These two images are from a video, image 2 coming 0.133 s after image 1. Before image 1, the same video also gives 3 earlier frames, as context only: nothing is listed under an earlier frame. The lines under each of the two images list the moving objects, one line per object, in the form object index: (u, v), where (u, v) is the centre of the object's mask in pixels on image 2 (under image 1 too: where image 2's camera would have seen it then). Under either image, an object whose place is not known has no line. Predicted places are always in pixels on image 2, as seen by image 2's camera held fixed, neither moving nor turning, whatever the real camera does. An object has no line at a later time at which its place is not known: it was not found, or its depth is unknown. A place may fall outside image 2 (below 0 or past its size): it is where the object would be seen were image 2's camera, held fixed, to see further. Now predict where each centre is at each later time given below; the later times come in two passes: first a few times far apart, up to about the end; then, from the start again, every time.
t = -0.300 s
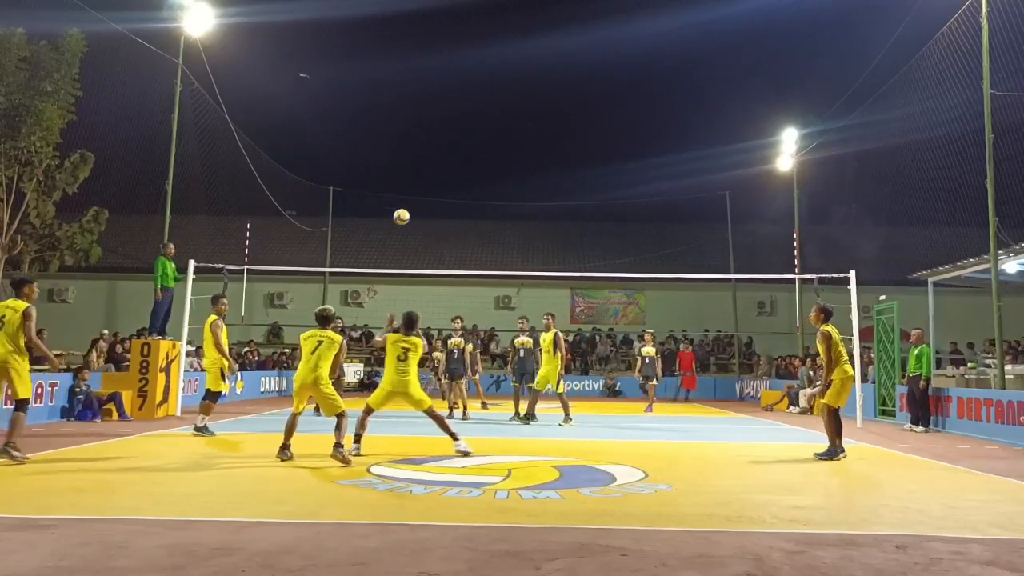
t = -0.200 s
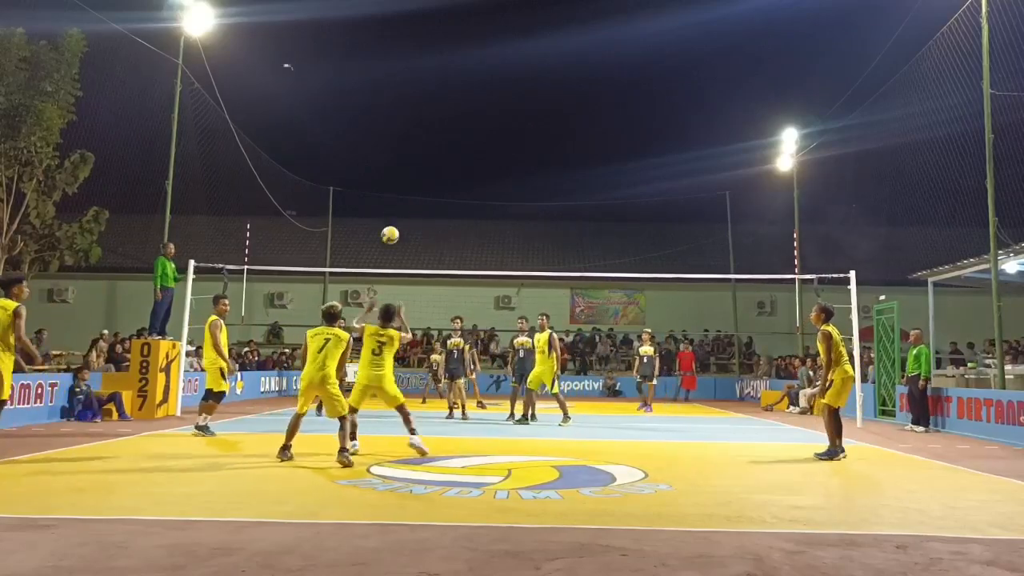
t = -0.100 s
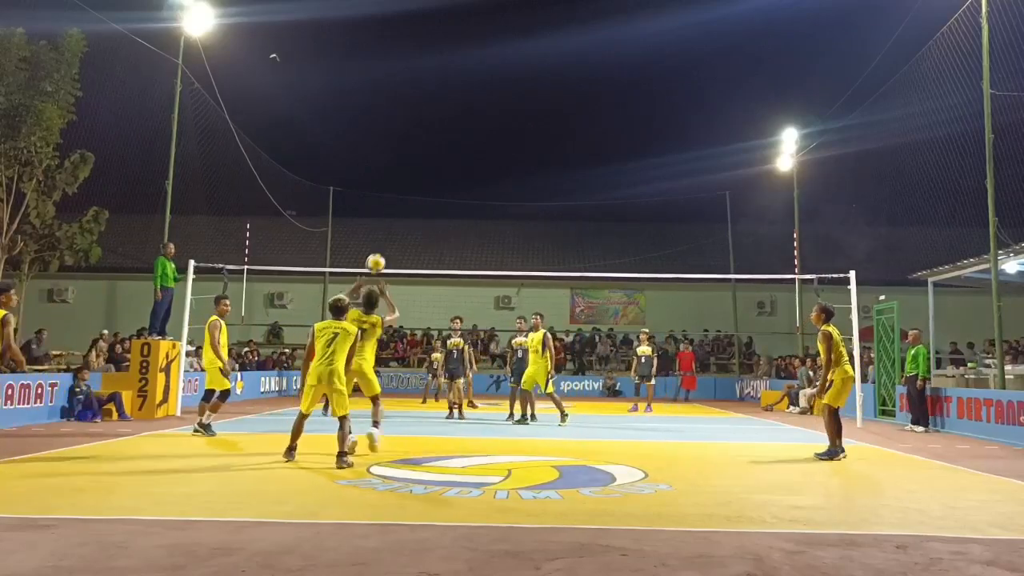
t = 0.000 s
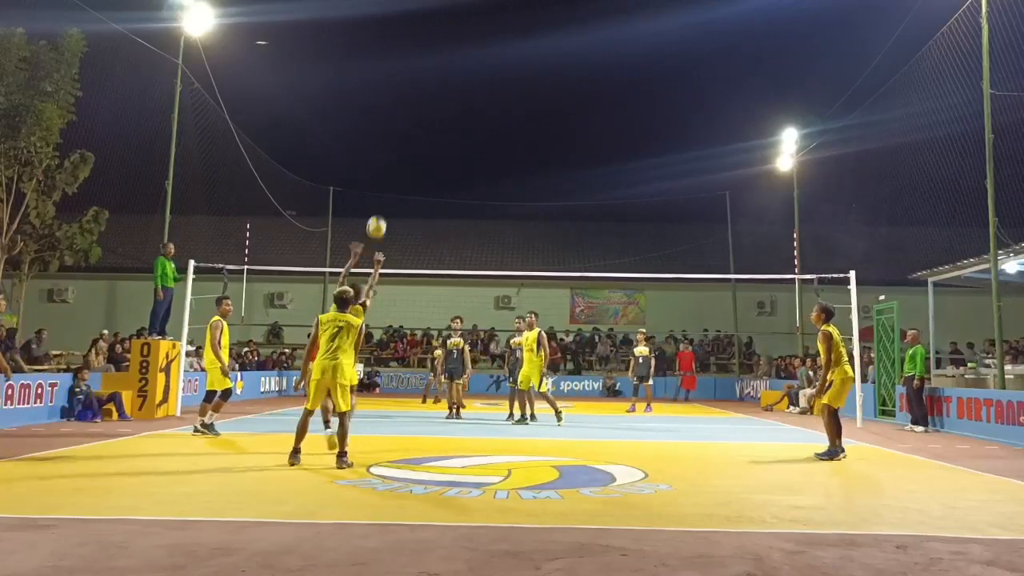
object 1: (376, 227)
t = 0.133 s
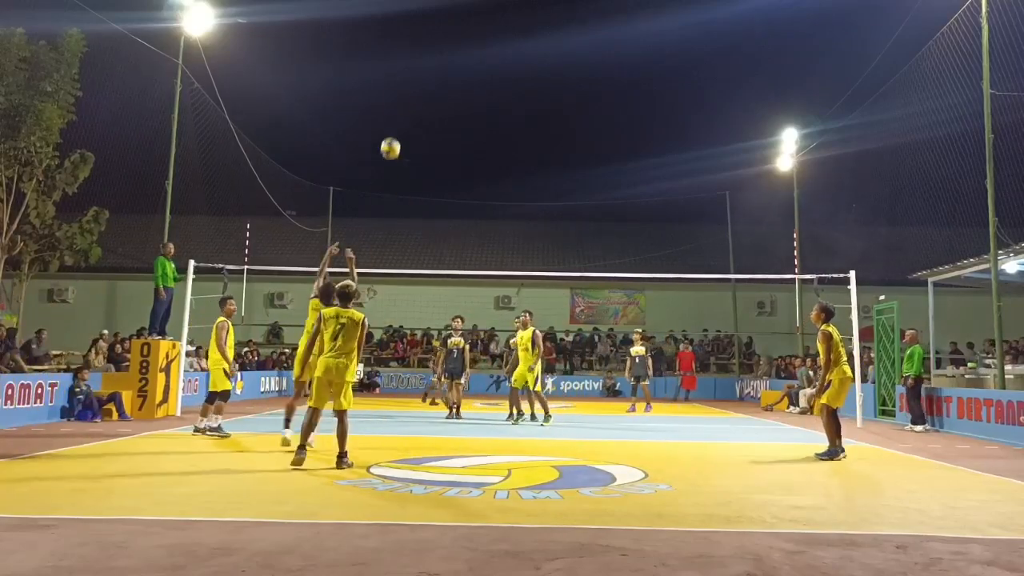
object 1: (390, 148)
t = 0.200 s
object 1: (396, 117)
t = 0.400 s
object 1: (412, 50)
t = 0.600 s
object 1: (424, 20)
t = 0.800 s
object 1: (434, 20)
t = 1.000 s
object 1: (441, 47)
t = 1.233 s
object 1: (448, 113)
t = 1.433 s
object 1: (452, 195)
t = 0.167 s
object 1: (393, 132)
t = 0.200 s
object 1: (396, 117)
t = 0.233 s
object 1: (399, 103)
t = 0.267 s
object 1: (402, 90)
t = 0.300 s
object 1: (404, 78)
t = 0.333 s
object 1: (407, 68)
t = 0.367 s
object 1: (409, 58)
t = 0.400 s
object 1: (412, 50)
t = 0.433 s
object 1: (414, 43)
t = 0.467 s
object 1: (416, 36)
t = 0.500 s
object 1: (419, 31)
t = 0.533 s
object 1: (420, 26)
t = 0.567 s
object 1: (423, 23)
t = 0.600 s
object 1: (424, 20)
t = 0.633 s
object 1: (426, 18)
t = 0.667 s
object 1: (428, 17)
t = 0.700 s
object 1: (429, 16)
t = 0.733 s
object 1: (431, 17)
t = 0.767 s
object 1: (432, 18)
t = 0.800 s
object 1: (434, 20)
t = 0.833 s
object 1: (435, 22)
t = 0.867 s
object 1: (436, 26)
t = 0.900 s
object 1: (438, 30)
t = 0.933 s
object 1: (439, 35)
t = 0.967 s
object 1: (440, 41)
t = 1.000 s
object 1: (441, 47)
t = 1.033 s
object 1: (442, 55)
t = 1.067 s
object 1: (443, 63)
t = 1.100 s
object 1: (444, 72)
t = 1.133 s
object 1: (445, 81)
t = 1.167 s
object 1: (446, 91)
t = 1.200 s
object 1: (447, 102)
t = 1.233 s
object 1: (448, 113)
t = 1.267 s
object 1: (449, 125)
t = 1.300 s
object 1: (449, 138)
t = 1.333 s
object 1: (450, 151)
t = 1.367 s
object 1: (451, 165)
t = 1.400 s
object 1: (451, 180)
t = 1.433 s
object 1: (452, 195)
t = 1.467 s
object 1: (453, 211)
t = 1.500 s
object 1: (453, 227)
